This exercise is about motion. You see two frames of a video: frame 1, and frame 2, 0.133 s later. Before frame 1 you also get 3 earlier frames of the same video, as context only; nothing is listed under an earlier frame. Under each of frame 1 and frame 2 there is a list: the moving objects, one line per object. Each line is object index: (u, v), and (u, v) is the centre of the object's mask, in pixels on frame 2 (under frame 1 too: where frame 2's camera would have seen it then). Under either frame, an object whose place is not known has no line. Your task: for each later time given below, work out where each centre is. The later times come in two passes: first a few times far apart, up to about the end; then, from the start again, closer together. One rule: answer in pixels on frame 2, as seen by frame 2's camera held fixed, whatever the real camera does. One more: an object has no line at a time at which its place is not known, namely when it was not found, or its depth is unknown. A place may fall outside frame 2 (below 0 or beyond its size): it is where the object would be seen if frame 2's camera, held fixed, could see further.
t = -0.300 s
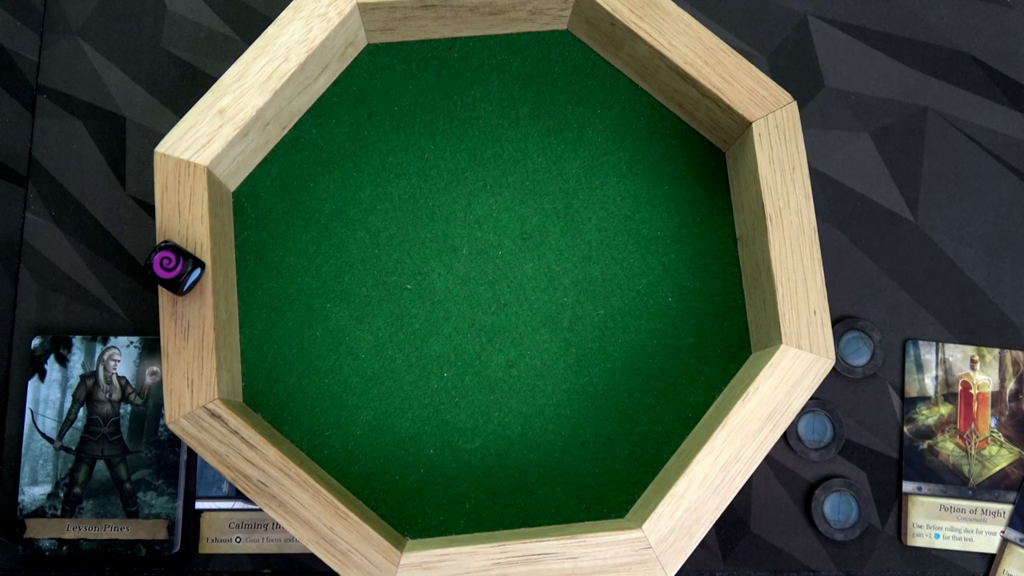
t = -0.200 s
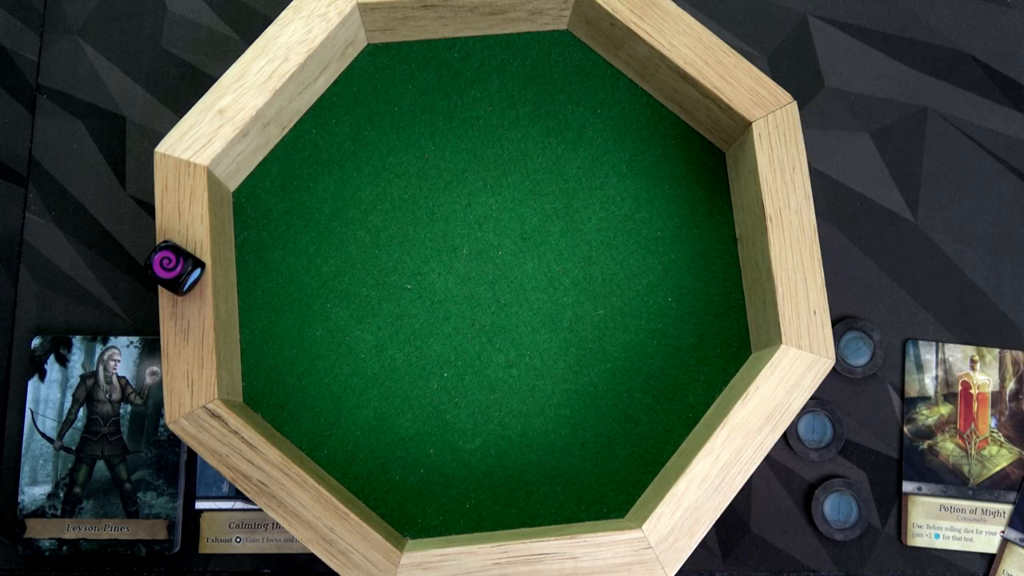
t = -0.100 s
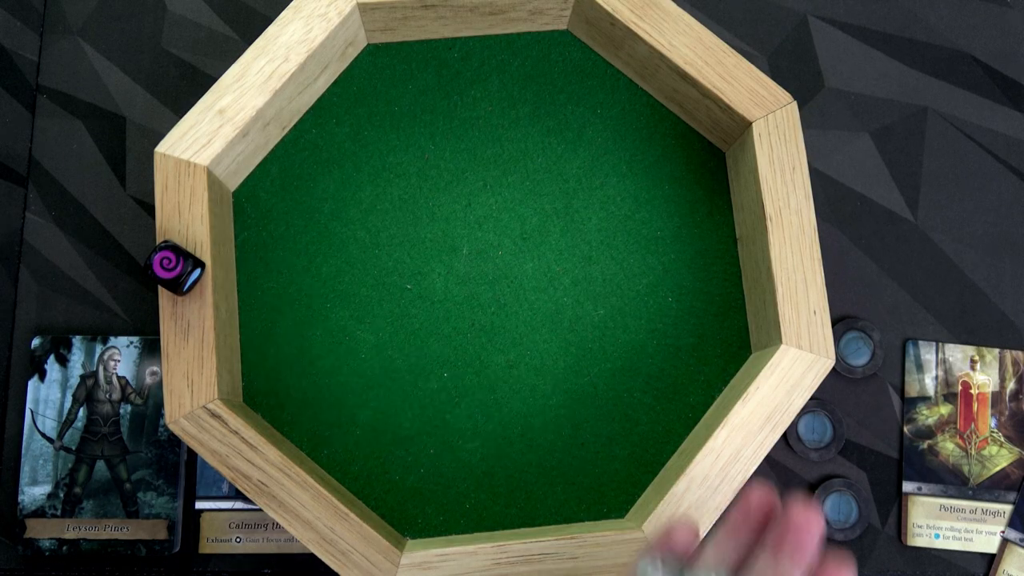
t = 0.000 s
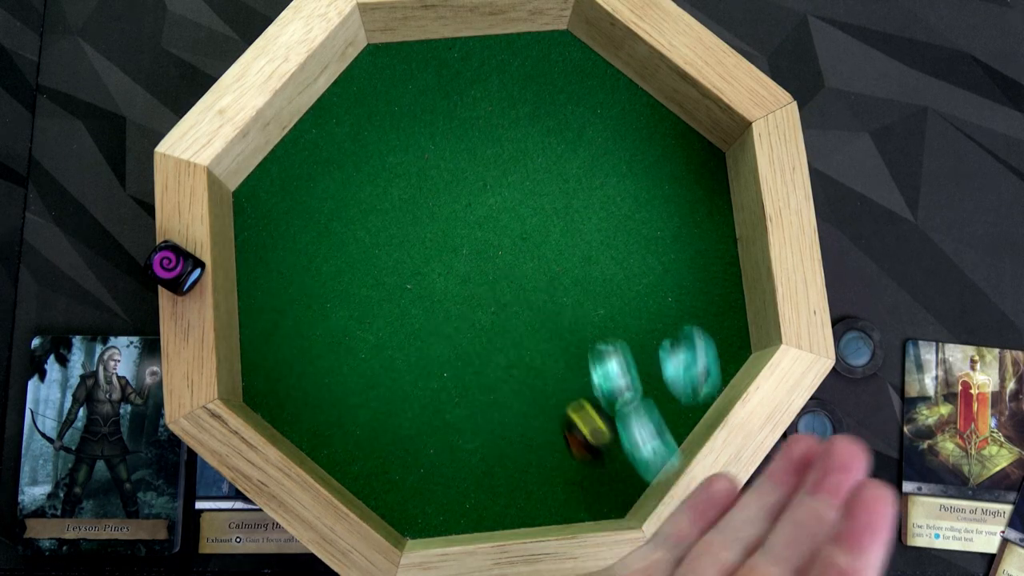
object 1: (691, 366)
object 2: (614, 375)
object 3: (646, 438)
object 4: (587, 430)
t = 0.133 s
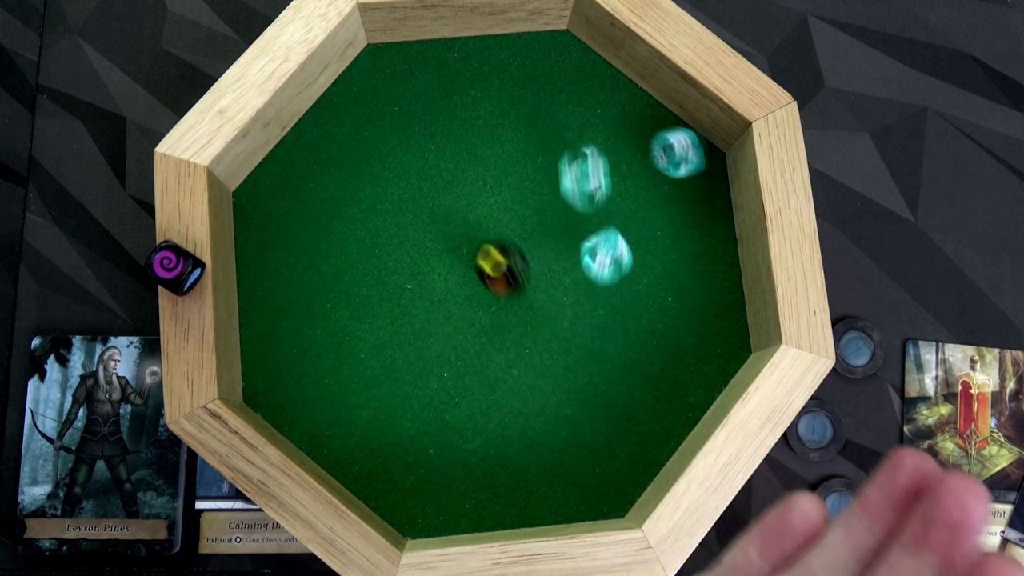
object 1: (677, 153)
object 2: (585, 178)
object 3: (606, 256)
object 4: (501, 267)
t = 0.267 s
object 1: (580, 124)
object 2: (514, 46)
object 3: (605, 167)
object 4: (424, 165)
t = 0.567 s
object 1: (429, 125)
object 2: (388, 166)
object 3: (594, 97)
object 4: (306, 167)
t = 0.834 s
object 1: (428, 130)
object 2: (366, 260)
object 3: (594, 97)
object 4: (302, 200)
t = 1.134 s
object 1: (428, 130)
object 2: (366, 260)
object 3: (594, 97)
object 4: (307, 194)
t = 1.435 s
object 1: (428, 130)
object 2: (366, 260)
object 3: (594, 97)
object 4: (307, 194)
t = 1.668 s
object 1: (428, 130)
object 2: (366, 260)
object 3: (594, 97)
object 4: (306, 194)
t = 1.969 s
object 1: (428, 130)
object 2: (366, 260)
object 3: (594, 97)
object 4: (307, 194)
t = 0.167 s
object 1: (652, 140)
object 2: (578, 125)
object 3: (602, 231)
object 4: (482, 236)
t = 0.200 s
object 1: (624, 137)
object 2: (569, 85)
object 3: (605, 206)
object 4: (463, 211)
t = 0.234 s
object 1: (600, 129)
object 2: (558, 41)
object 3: (605, 190)
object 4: (441, 185)
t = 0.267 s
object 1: (580, 124)
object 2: (514, 46)
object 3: (605, 167)
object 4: (424, 165)
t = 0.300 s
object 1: (560, 124)
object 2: (474, 55)
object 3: (606, 147)
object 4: (401, 147)
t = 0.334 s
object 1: (541, 124)
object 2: (437, 59)
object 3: (606, 128)
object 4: (381, 131)
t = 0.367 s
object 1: (521, 123)
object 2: (403, 61)
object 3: (613, 111)
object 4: (362, 118)
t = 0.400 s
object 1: (503, 120)
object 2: (373, 66)
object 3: (619, 96)
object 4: (341, 107)
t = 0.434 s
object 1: (485, 117)
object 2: (378, 94)
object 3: (613, 92)
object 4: (328, 111)
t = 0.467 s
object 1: (470, 118)
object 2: (388, 116)
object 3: (602, 95)
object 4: (317, 124)
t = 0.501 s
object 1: (457, 123)
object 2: (392, 133)
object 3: (595, 97)
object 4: (311, 138)
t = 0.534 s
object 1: (442, 128)
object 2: (391, 152)
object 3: (594, 97)
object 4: (307, 153)
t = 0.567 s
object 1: (429, 125)
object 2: (388, 166)
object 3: (594, 97)
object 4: (306, 167)
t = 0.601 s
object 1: (424, 126)
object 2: (383, 182)
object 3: (594, 97)
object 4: (308, 181)
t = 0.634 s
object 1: (426, 129)
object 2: (380, 195)
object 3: (594, 97)
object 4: (306, 196)
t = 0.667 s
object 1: (428, 130)
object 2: (378, 210)
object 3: (594, 97)
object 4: (297, 206)
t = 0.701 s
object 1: (428, 130)
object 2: (372, 221)
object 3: (594, 97)
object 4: (291, 208)
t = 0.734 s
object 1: (428, 130)
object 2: (365, 233)
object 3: (594, 97)
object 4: (290, 209)
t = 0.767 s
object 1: (428, 130)
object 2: (363, 247)
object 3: (594, 97)
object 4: (291, 208)
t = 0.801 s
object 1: (428, 130)
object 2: (366, 257)
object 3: (594, 97)
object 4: (295, 205)
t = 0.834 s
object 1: (428, 130)
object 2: (366, 260)
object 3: (594, 97)
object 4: (302, 200)
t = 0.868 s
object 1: (428, 130)
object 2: (366, 260)
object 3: (594, 97)
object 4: (305, 193)
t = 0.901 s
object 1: (428, 130)
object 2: (366, 260)
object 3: (594, 97)
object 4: (307, 194)
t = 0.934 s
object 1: (428, 130)
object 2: (366, 260)
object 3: (594, 97)
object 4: (307, 194)
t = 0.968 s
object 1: (428, 130)
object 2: (366, 260)
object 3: (594, 97)
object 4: (307, 194)
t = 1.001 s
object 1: (428, 130)
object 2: (366, 260)
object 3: (594, 97)
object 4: (307, 194)
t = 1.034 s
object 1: (428, 130)
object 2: (366, 260)
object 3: (594, 97)
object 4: (307, 194)
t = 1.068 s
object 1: (428, 130)
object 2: (366, 260)
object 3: (594, 97)
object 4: (307, 194)
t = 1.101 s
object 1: (428, 130)
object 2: (366, 260)
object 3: (594, 97)
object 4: (307, 194)
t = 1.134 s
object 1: (428, 130)
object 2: (366, 260)
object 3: (594, 97)
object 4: (307, 194)
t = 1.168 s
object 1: (428, 130)
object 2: (366, 260)
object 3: (594, 97)
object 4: (307, 194)
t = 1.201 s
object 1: (428, 130)
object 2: (366, 260)
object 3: (594, 97)
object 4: (307, 194)
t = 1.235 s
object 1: (428, 130)
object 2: (366, 260)
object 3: (594, 97)
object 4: (307, 194)
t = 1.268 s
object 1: (428, 130)
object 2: (366, 260)
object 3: (594, 97)
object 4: (306, 194)
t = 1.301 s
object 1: (428, 130)
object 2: (366, 260)
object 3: (594, 97)
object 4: (307, 194)
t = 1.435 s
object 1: (428, 130)
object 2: (366, 260)
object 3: (594, 97)
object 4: (307, 194)
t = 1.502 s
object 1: (428, 130)
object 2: (366, 260)
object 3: (594, 97)
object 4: (307, 194)
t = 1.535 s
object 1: (428, 130)
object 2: (366, 260)
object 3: (594, 97)
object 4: (307, 194)
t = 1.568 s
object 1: (428, 130)
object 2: (366, 260)
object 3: (594, 97)
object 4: (307, 194)
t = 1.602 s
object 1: (428, 130)
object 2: (366, 260)
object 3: (594, 97)
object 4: (306, 194)
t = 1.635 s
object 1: (428, 130)
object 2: (366, 260)
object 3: (594, 97)
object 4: (306, 194)
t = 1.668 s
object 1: (428, 130)
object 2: (366, 260)
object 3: (594, 97)
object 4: (306, 194)
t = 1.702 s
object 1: (428, 130)
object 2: (366, 260)
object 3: (594, 97)
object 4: (307, 194)
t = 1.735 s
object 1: (428, 130)
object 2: (366, 260)
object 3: (594, 97)
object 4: (306, 194)
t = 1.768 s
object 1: (428, 130)
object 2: (366, 260)
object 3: (594, 97)
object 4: (306, 194)
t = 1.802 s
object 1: (428, 130)
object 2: (366, 260)
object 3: (594, 97)
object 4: (306, 194)
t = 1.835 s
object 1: (428, 130)
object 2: (366, 260)
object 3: (594, 97)
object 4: (306, 194)
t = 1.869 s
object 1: (428, 130)
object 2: (366, 260)
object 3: (594, 97)
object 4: (306, 194)
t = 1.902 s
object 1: (428, 130)
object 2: (366, 260)
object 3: (594, 97)
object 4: (306, 194)
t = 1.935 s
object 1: (428, 130)
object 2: (366, 260)
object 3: (594, 97)
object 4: (307, 194)
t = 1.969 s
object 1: (428, 130)
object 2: (366, 260)
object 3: (594, 97)
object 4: (307, 194)
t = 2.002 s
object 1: (428, 130)
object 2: (366, 260)
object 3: (594, 97)
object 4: (307, 194)
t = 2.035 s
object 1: (428, 130)
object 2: (366, 260)
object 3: (594, 98)
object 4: (307, 194)
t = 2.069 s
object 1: (428, 130)
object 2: (366, 260)
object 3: (594, 97)
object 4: (307, 194)
